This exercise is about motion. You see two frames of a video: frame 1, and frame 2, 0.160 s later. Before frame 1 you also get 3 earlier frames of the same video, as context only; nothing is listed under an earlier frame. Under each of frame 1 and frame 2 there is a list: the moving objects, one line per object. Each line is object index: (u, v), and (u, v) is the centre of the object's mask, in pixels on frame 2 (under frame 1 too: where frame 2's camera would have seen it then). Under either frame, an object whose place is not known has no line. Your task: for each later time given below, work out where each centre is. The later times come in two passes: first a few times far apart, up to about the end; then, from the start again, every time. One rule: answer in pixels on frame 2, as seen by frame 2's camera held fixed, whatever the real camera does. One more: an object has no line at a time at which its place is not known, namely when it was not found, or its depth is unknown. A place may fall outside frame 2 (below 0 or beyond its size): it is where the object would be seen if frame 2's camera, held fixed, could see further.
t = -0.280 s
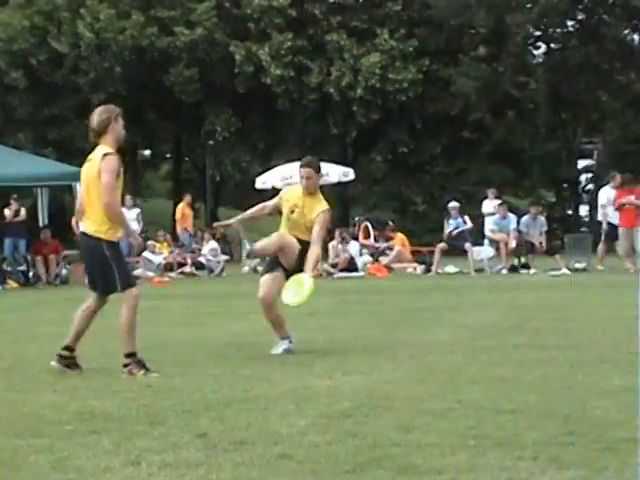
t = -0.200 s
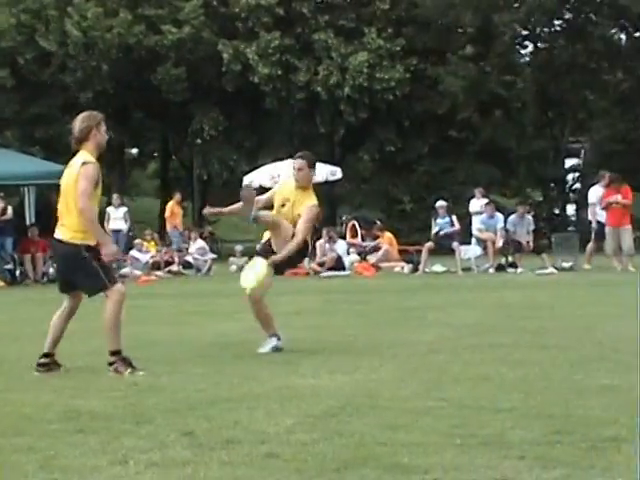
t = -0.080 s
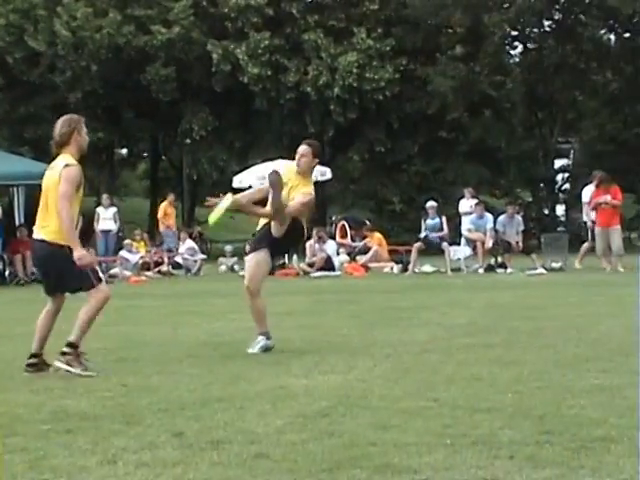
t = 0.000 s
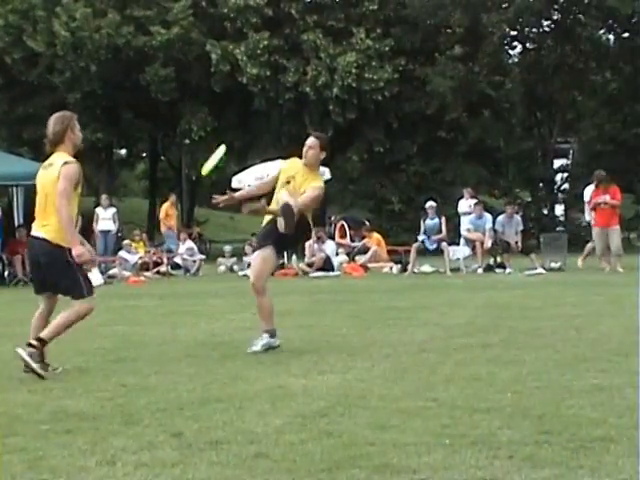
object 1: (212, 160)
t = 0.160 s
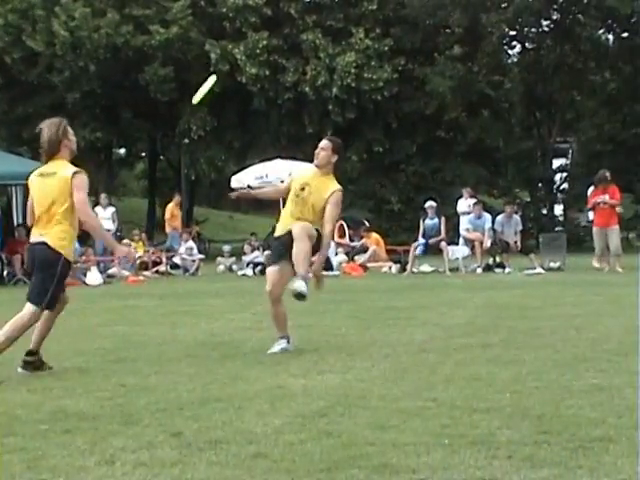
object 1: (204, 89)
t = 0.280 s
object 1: (198, 59)
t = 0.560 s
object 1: (186, 64)
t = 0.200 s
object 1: (202, 77)
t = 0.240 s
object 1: (200, 68)
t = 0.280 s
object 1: (198, 59)
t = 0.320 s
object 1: (197, 54)
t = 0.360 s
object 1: (195, 50)
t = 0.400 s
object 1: (193, 49)
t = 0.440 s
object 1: (192, 50)
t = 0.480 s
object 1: (190, 53)
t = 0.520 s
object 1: (188, 57)
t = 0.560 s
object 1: (186, 64)
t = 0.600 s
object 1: (183, 72)
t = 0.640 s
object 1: (181, 82)
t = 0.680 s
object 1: (178, 94)
